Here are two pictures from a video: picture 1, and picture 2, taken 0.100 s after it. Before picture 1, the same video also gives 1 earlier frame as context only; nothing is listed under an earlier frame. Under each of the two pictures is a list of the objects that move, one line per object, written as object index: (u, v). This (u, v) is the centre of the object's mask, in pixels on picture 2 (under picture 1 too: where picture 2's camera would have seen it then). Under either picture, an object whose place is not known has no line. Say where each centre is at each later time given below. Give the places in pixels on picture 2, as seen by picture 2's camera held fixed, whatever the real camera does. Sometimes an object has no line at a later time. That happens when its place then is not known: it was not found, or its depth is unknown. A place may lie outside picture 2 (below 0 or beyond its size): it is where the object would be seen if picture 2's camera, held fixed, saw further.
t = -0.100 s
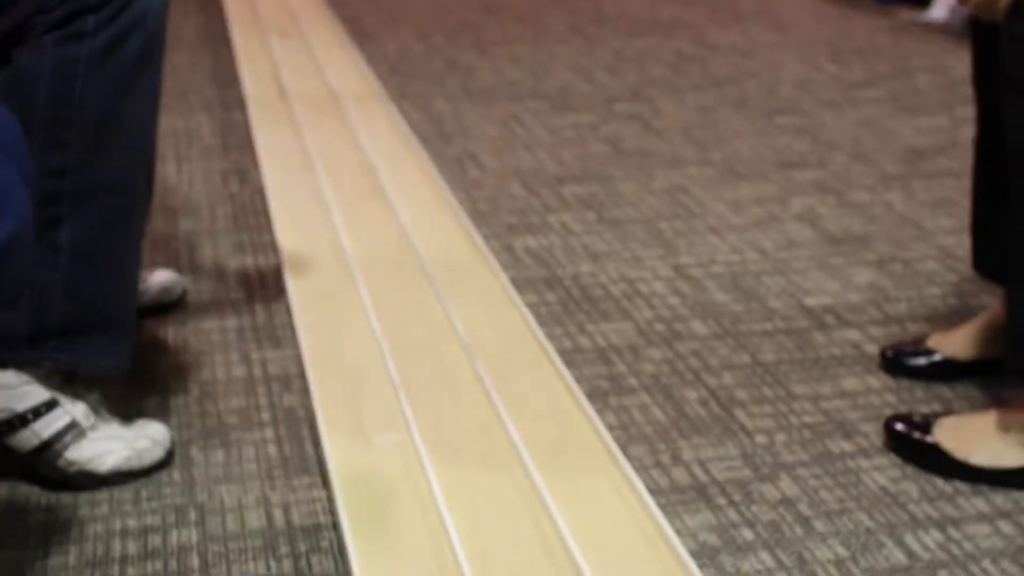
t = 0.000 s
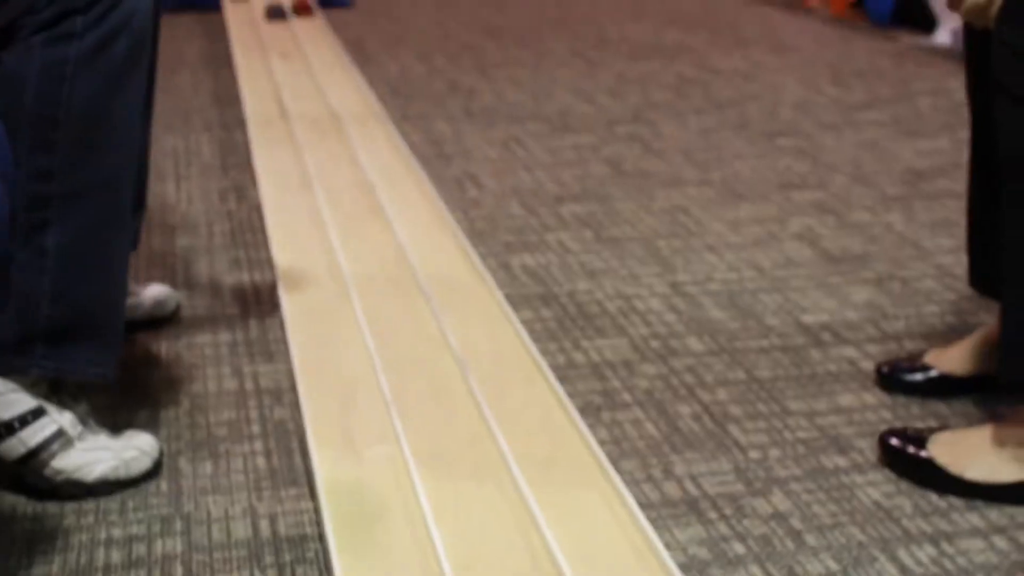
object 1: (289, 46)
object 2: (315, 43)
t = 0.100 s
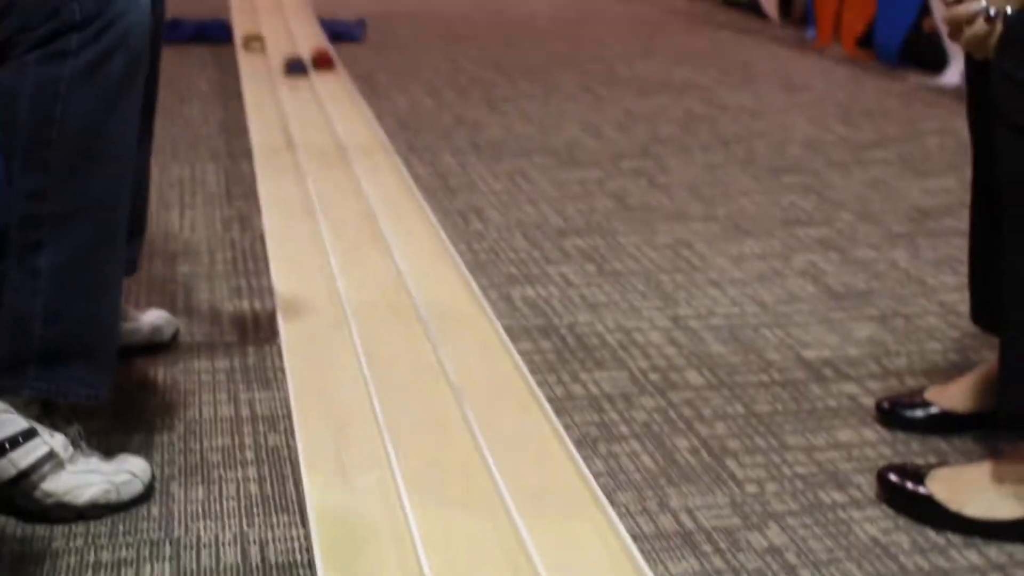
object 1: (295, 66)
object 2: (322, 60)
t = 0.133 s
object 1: (297, 73)
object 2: (324, 65)
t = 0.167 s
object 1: (299, 81)
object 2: (327, 73)
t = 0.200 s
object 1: (301, 88)
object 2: (330, 80)
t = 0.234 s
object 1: (303, 97)
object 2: (332, 88)
